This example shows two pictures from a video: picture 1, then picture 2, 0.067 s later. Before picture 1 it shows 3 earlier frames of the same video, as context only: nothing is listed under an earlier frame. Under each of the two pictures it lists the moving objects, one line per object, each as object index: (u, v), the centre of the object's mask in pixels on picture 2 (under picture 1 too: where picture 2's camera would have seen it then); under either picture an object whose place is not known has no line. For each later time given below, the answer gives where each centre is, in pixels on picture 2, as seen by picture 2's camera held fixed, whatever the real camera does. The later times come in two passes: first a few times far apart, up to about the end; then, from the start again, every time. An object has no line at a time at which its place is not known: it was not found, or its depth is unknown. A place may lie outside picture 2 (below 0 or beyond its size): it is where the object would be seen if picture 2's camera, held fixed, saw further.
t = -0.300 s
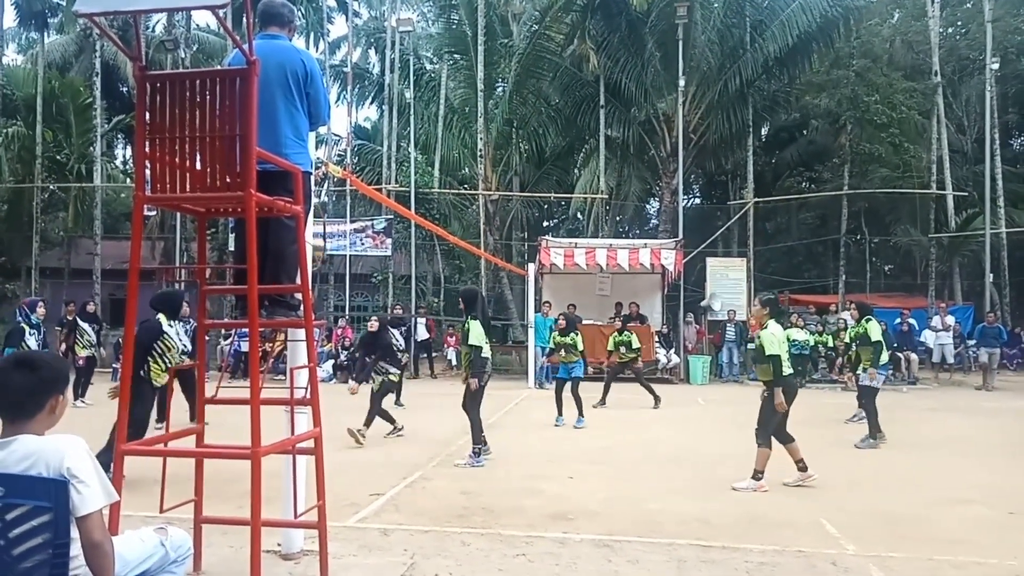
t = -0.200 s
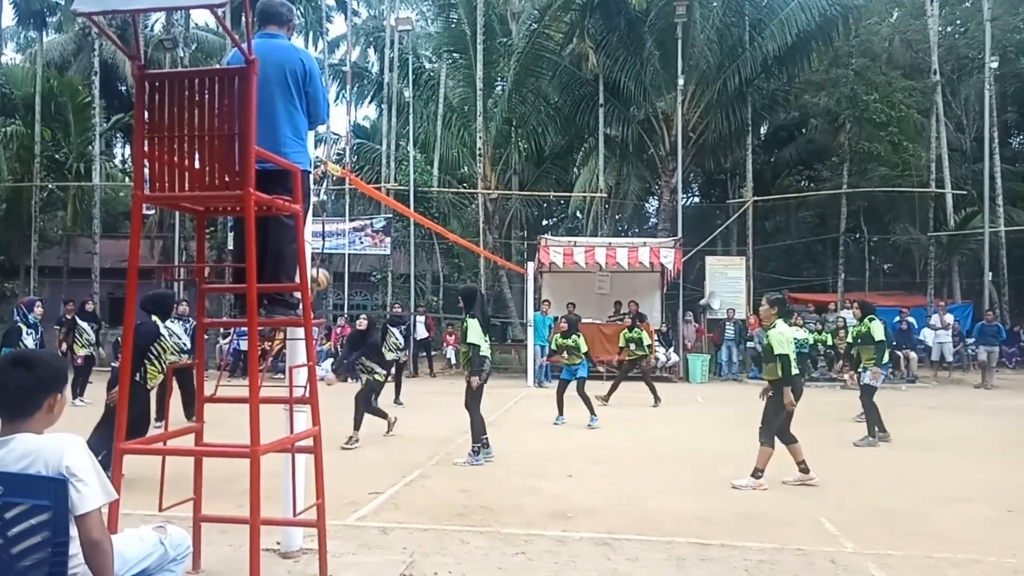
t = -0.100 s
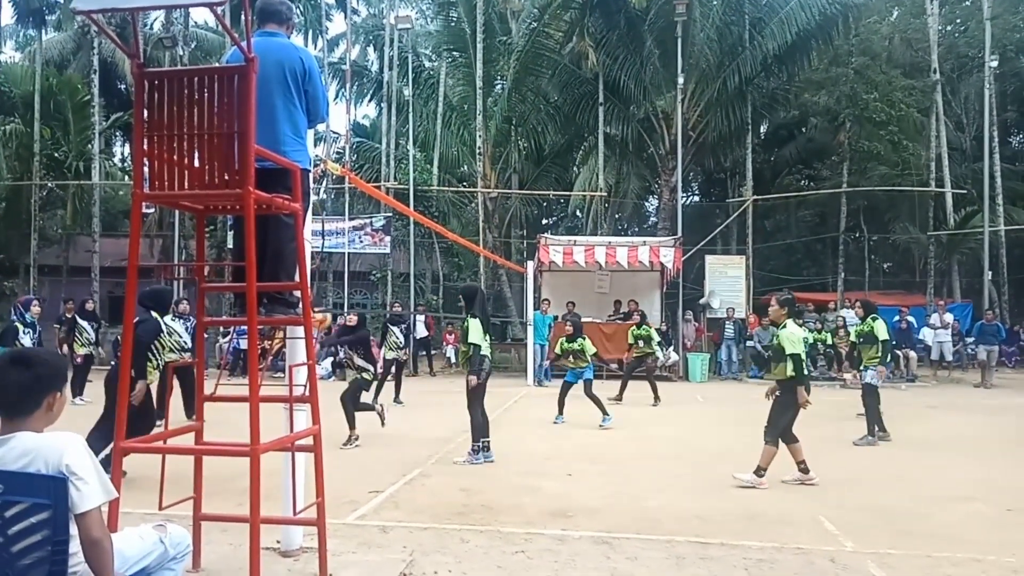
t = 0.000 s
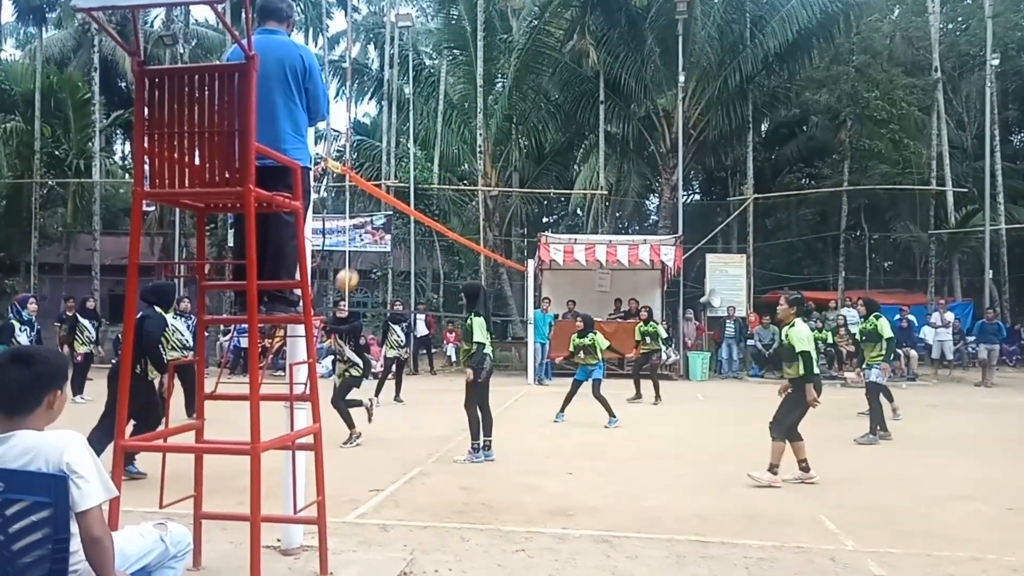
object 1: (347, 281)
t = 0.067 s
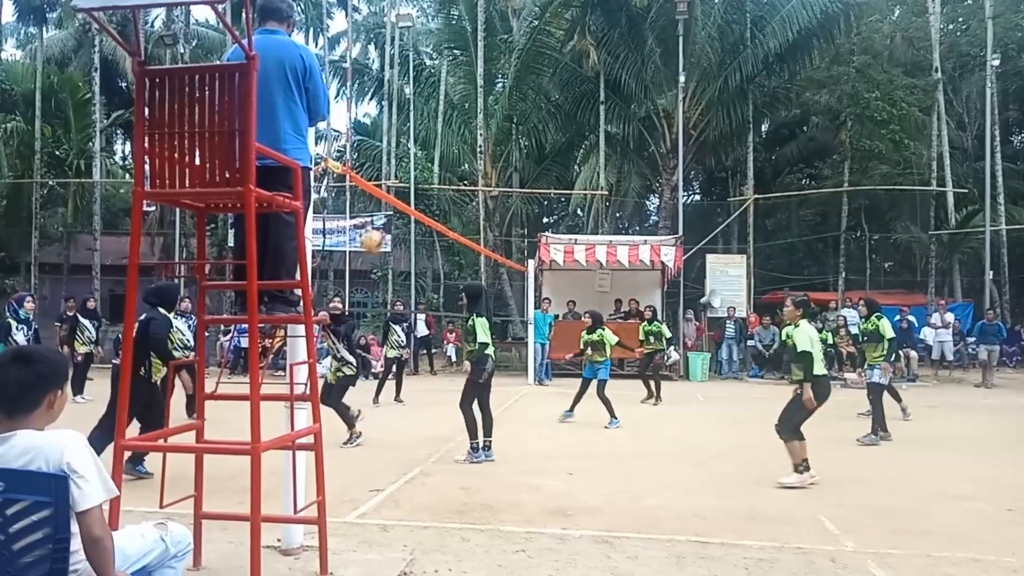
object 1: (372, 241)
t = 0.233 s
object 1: (435, 161)
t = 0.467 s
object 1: (537, 90)
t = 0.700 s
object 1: (658, 81)
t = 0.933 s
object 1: (799, 156)
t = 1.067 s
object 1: (894, 249)
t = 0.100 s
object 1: (384, 223)
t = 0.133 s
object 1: (396, 207)
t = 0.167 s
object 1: (409, 191)
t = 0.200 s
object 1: (423, 175)
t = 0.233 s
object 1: (435, 161)
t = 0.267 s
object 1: (448, 148)
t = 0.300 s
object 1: (463, 135)
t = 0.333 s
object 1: (477, 124)
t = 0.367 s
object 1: (492, 114)
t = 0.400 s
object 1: (506, 105)
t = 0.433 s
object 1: (522, 96)
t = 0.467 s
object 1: (537, 90)
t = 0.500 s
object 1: (553, 84)
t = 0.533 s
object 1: (569, 80)
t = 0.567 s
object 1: (586, 78)
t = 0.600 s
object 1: (603, 76)
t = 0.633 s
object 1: (620, 76)
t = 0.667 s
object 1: (639, 77)
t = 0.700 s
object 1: (658, 81)
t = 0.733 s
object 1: (676, 85)
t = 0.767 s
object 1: (695, 93)
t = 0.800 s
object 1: (714, 102)
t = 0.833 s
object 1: (735, 112)
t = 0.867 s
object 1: (756, 125)
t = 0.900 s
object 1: (777, 139)
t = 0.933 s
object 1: (799, 156)
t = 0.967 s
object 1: (822, 175)
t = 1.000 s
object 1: (845, 197)
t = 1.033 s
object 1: (868, 221)
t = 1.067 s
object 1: (894, 249)
